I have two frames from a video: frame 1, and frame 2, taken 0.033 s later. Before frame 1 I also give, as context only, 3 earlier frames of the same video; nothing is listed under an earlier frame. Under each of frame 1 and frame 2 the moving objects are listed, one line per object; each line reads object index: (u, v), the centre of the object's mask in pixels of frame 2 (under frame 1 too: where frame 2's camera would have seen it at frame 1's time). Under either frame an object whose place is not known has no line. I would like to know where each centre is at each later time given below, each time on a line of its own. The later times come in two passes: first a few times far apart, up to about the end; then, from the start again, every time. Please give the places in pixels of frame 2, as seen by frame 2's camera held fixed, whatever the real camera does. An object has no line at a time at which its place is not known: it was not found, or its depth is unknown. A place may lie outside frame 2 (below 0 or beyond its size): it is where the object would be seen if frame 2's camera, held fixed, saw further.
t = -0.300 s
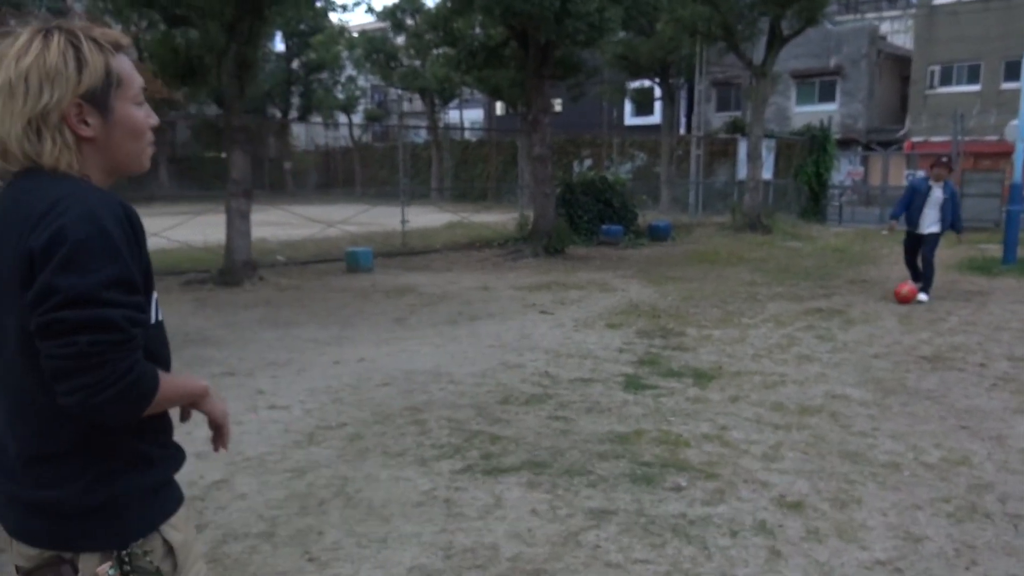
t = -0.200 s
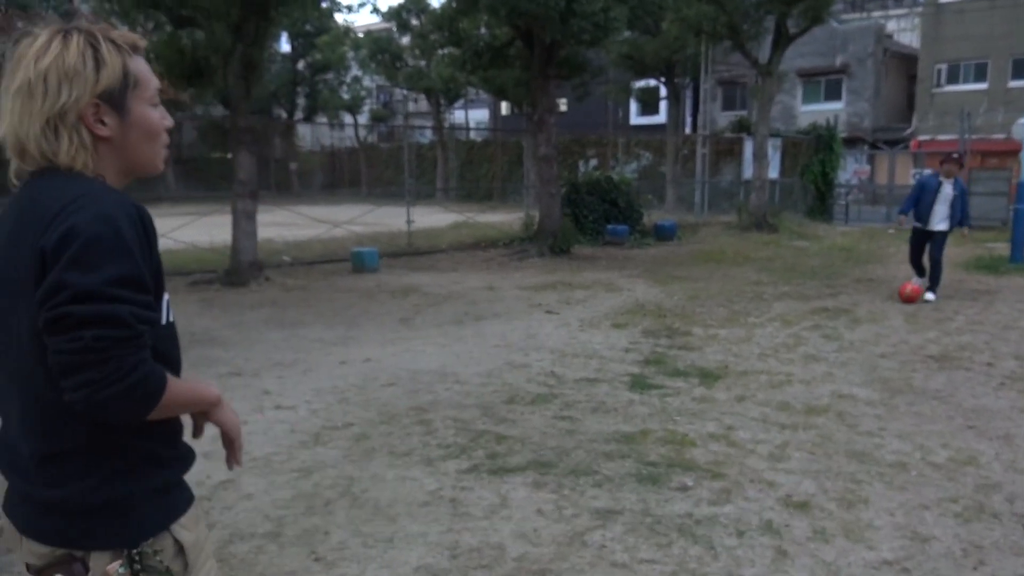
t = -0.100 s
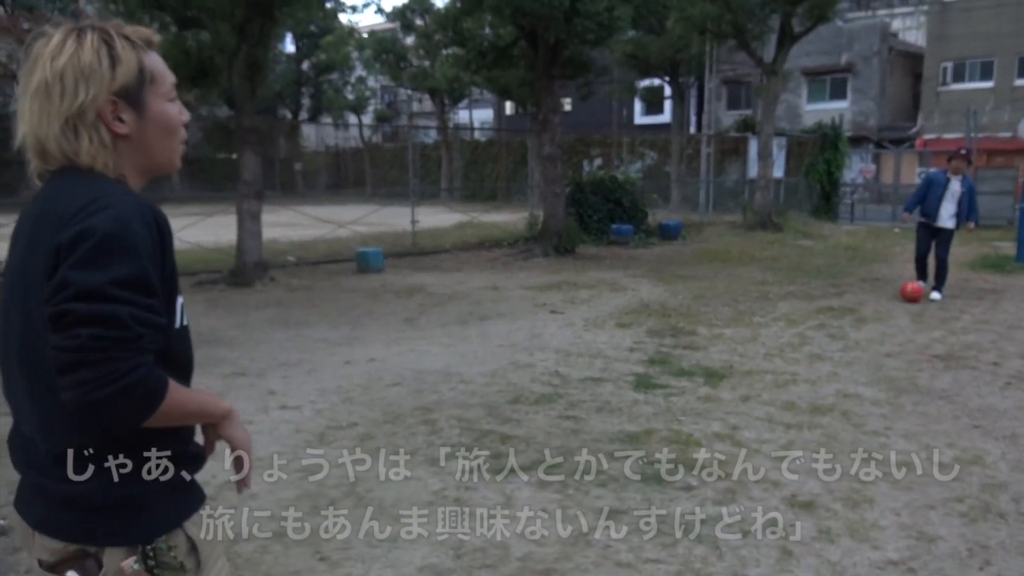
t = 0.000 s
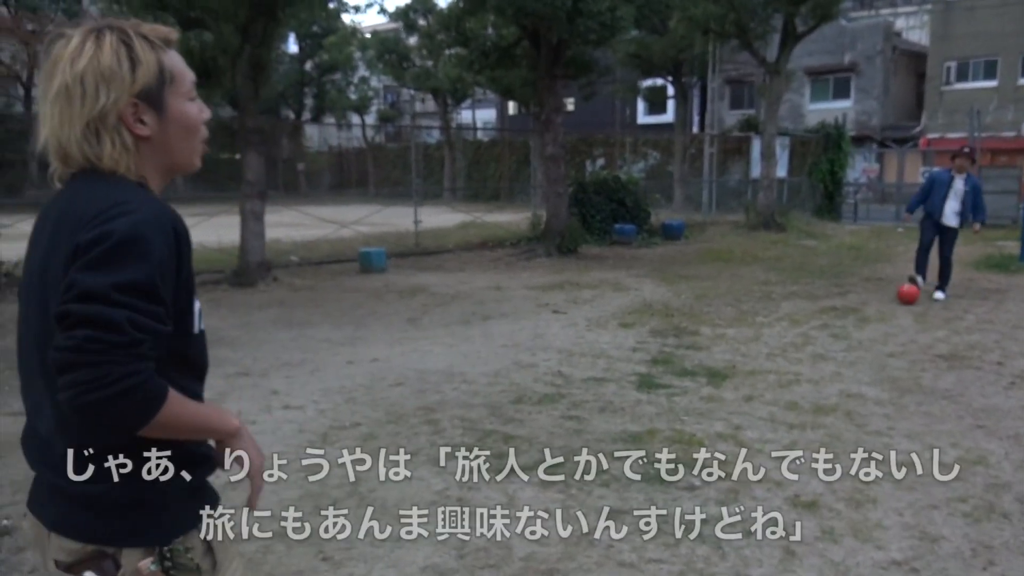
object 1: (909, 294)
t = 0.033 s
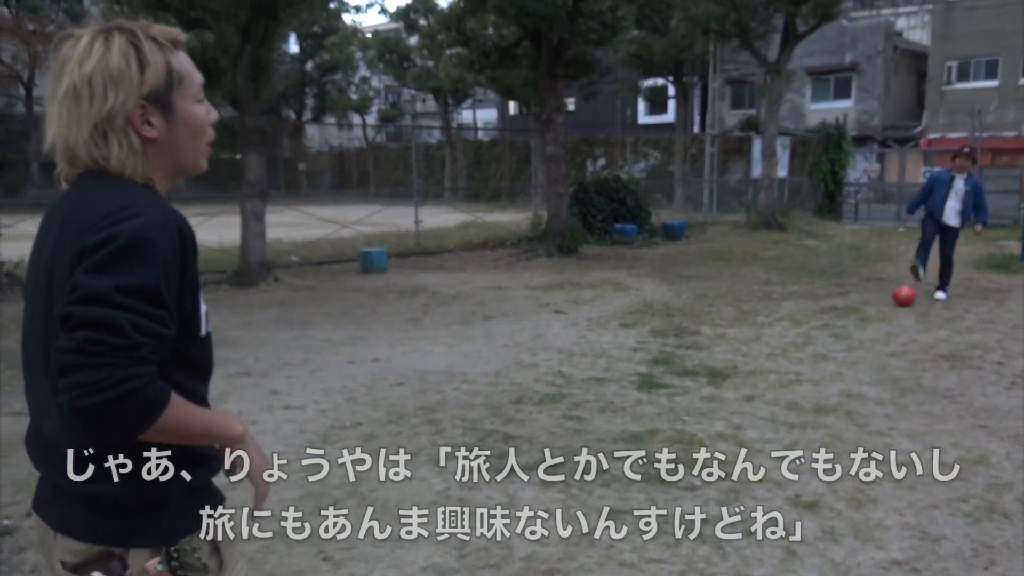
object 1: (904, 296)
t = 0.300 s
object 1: (868, 311)
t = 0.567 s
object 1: (824, 328)
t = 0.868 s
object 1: (761, 355)
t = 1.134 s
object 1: (692, 381)
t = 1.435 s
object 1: (586, 421)
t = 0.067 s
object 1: (900, 297)
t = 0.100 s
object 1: (896, 299)
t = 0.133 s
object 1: (891, 301)
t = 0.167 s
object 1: (887, 303)
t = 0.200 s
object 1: (883, 305)
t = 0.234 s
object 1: (877, 306)
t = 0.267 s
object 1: (873, 308)
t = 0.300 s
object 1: (868, 311)
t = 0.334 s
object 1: (863, 312)
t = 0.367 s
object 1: (858, 314)
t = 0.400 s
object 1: (853, 317)
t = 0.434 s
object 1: (847, 320)
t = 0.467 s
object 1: (841, 322)
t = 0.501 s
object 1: (836, 323)
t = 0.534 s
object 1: (829, 325)
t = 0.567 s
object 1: (824, 328)
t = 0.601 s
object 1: (817, 333)
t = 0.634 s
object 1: (811, 335)
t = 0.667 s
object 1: (804, 338)
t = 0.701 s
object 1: (797, 341)
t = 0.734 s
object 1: (790, 343)
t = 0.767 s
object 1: (783, 344)
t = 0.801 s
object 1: (776, 346)
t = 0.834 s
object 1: (768, 350)
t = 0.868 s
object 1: (761, 355)
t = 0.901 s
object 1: (753, 356)
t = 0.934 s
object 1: (745, 357)
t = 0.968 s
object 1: (737, 360)
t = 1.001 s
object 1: (729, 364)
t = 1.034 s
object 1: (721, 370)
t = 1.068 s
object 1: (711, 375)
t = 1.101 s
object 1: (701, 377)
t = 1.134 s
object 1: (692, 381)
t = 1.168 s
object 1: (682, 385)
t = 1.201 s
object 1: (671, 387)
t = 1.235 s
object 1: (661, 391)
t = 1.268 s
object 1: (648, 397)
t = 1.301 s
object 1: (637, 402)
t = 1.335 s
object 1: (626, 405)
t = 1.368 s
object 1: (612, 410)
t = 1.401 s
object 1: (600, 414)
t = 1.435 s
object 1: (586, 421)
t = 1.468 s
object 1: (572, 424)
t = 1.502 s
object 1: (558, 430)
